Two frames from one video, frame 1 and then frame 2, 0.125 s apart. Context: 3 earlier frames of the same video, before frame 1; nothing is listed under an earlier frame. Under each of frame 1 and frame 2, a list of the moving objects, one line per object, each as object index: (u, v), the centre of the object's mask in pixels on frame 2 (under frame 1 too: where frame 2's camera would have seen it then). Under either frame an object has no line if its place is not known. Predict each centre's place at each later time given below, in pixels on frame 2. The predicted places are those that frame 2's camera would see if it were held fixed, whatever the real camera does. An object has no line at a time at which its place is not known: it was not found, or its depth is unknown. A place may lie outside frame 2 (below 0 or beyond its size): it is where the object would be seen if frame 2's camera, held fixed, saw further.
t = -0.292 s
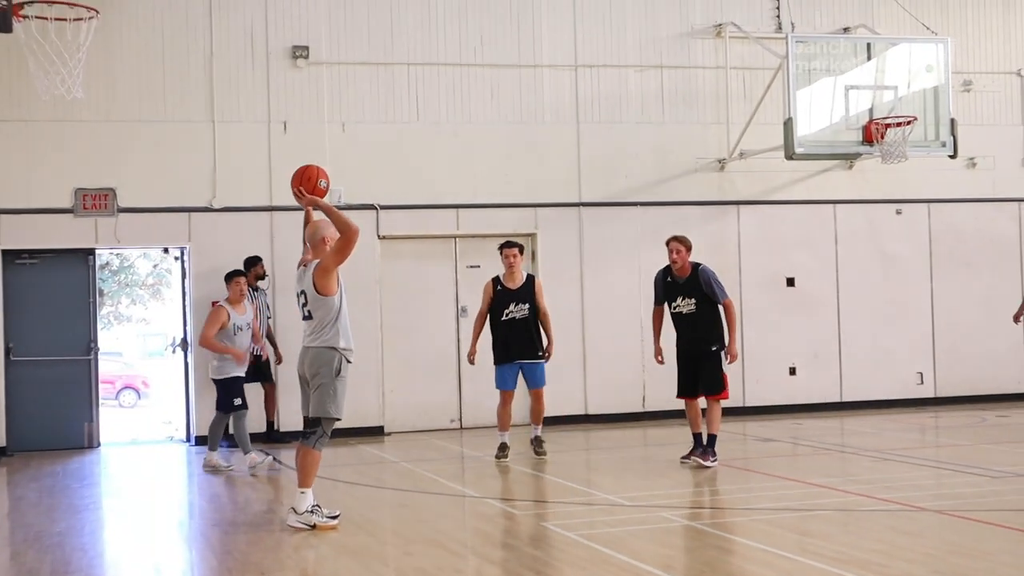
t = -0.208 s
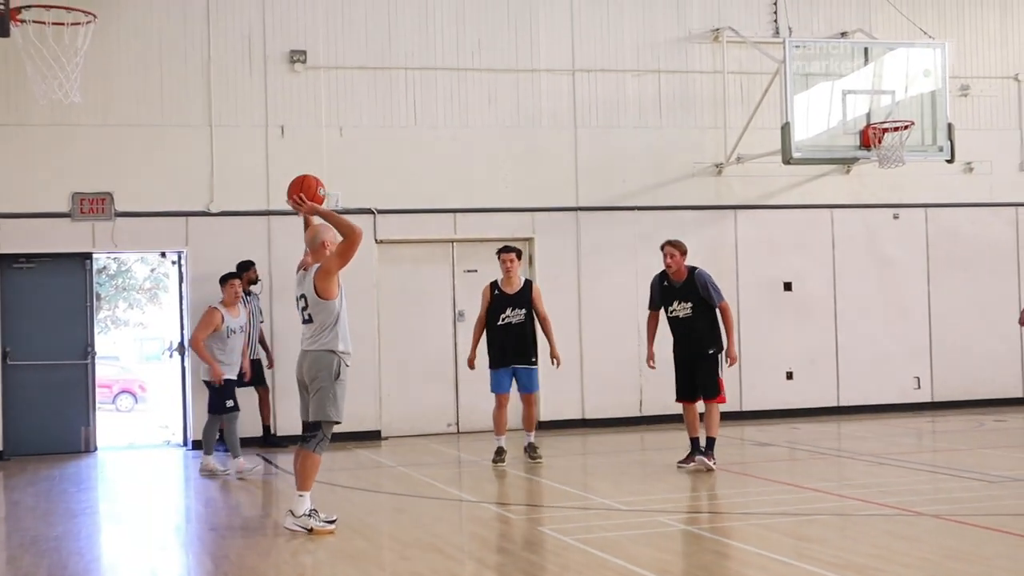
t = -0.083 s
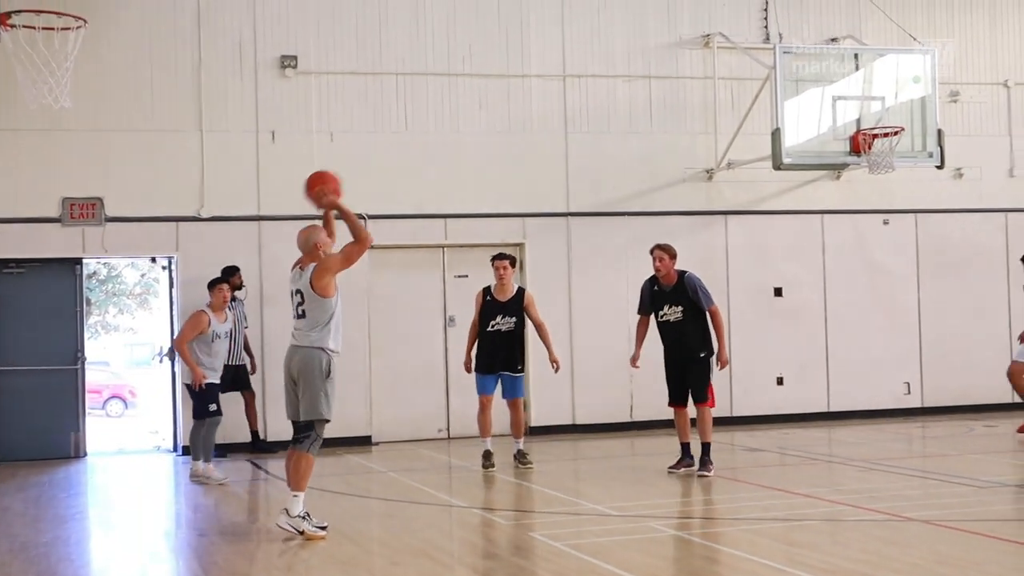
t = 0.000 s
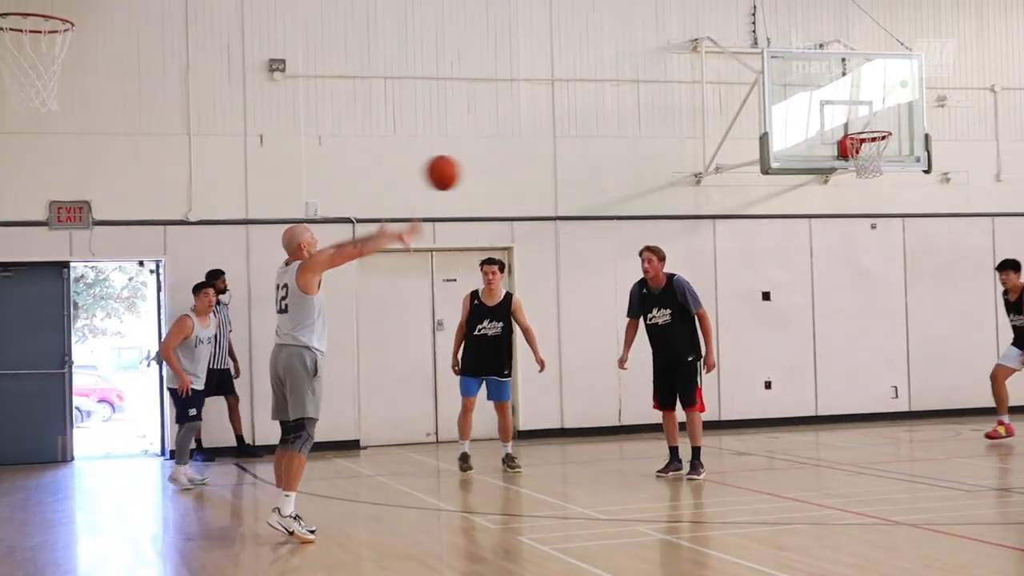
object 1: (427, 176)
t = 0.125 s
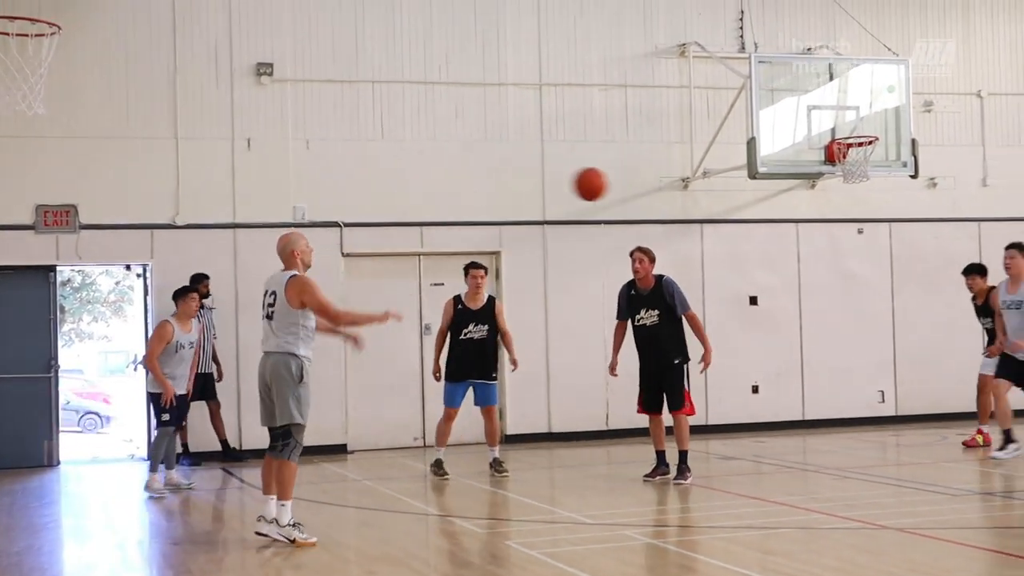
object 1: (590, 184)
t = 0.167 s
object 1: (639, 190)
